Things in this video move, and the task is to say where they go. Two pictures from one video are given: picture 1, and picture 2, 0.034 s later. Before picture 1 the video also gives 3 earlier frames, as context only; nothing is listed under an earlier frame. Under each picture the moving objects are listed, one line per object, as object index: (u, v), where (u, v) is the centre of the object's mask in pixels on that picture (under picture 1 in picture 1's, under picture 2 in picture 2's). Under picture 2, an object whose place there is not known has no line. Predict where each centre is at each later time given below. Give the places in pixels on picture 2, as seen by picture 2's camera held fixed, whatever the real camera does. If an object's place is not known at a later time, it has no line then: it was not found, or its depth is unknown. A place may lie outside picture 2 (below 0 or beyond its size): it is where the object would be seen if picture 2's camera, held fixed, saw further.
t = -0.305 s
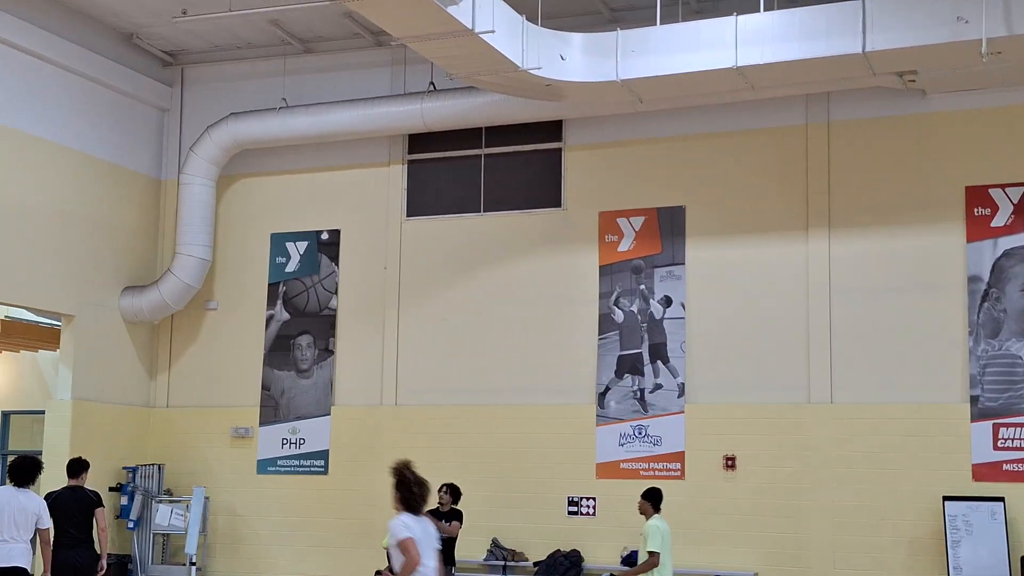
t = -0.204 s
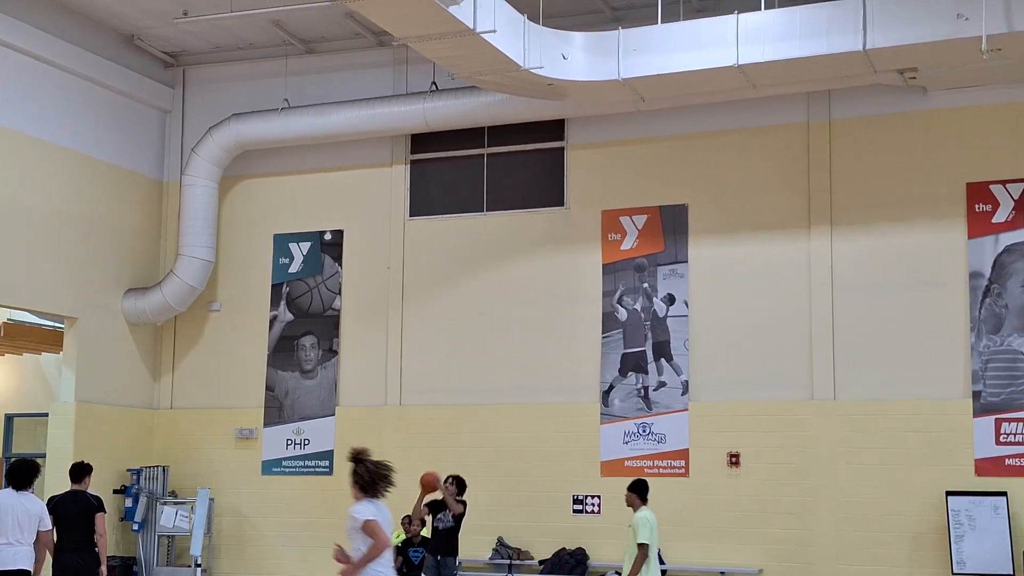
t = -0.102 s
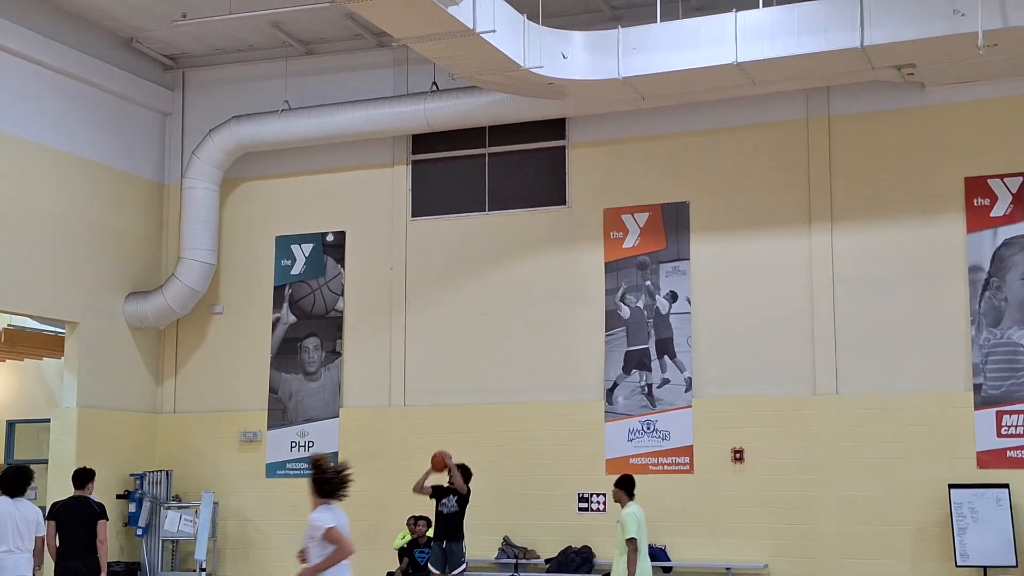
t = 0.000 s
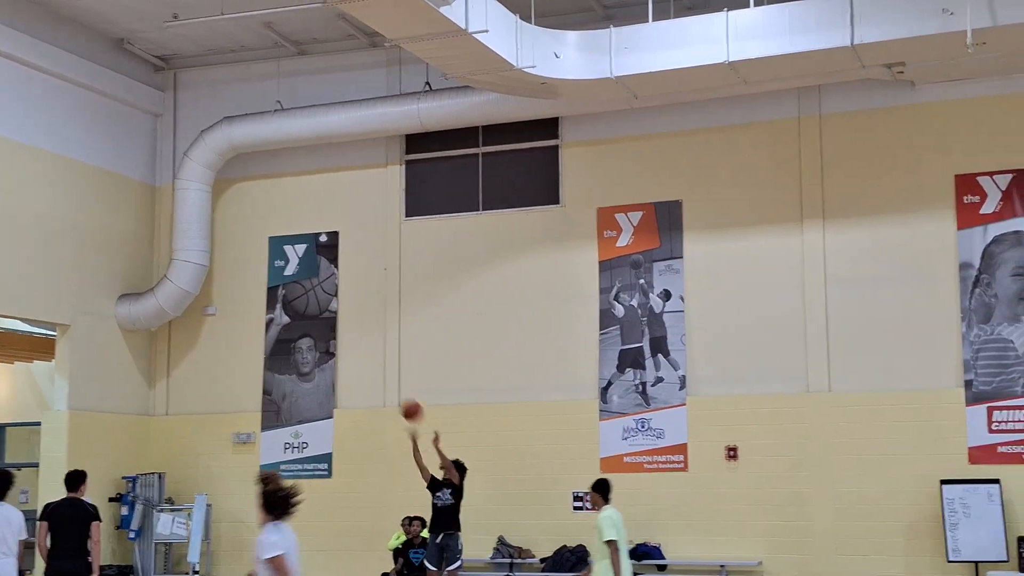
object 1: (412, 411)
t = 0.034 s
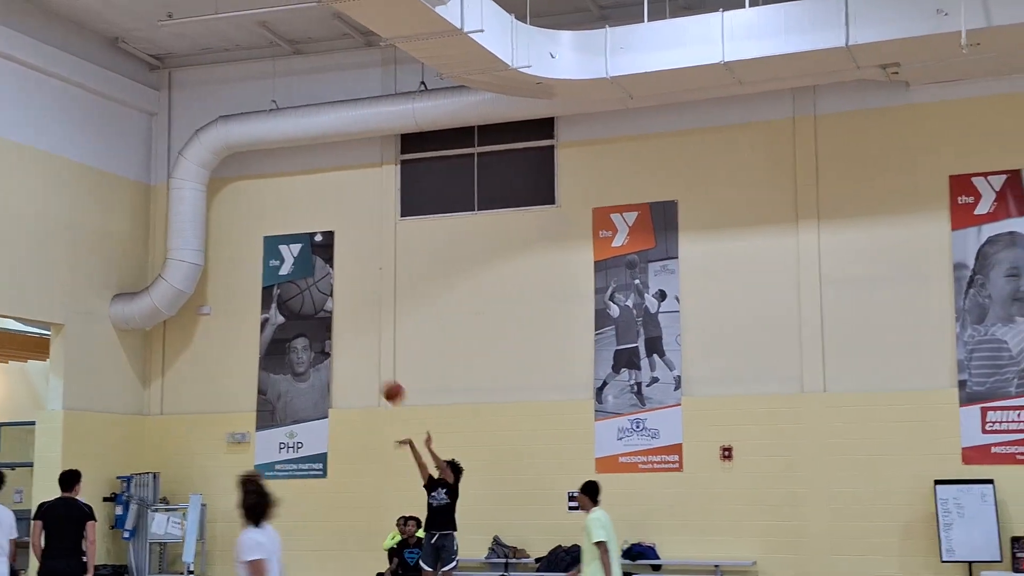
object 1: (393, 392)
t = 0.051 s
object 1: (386, 383)
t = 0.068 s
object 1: (379, 374)
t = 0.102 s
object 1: (365, 358)
